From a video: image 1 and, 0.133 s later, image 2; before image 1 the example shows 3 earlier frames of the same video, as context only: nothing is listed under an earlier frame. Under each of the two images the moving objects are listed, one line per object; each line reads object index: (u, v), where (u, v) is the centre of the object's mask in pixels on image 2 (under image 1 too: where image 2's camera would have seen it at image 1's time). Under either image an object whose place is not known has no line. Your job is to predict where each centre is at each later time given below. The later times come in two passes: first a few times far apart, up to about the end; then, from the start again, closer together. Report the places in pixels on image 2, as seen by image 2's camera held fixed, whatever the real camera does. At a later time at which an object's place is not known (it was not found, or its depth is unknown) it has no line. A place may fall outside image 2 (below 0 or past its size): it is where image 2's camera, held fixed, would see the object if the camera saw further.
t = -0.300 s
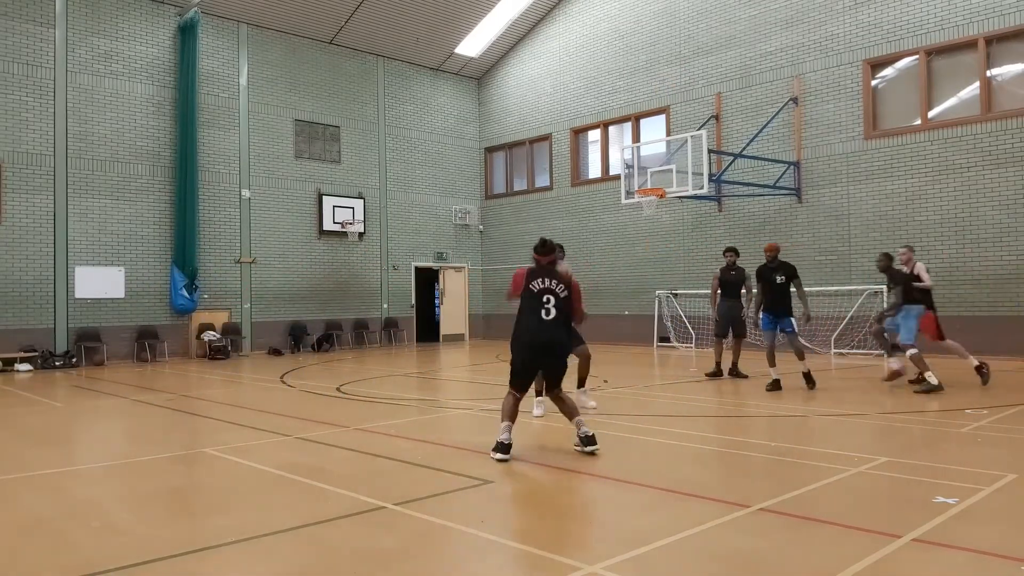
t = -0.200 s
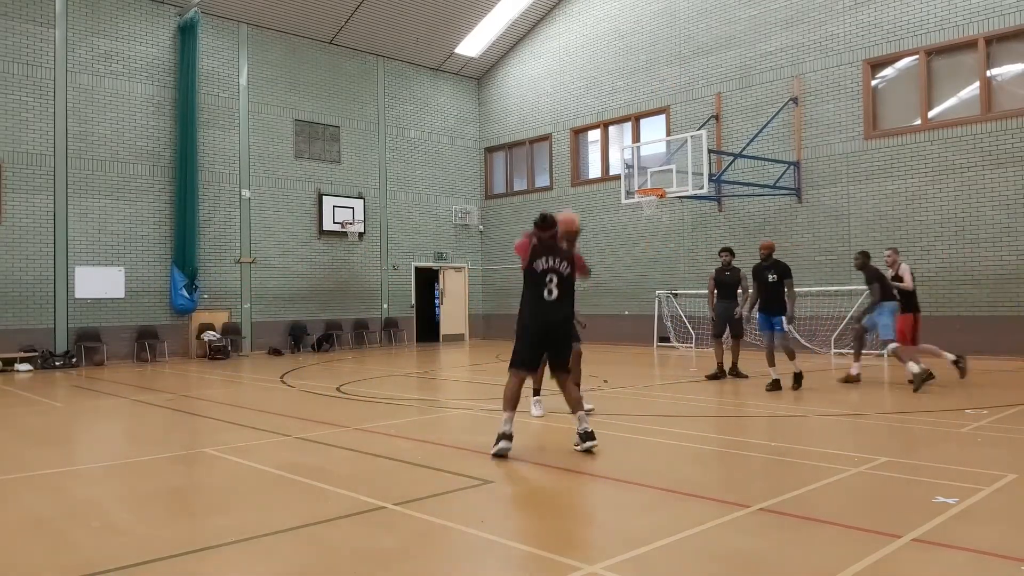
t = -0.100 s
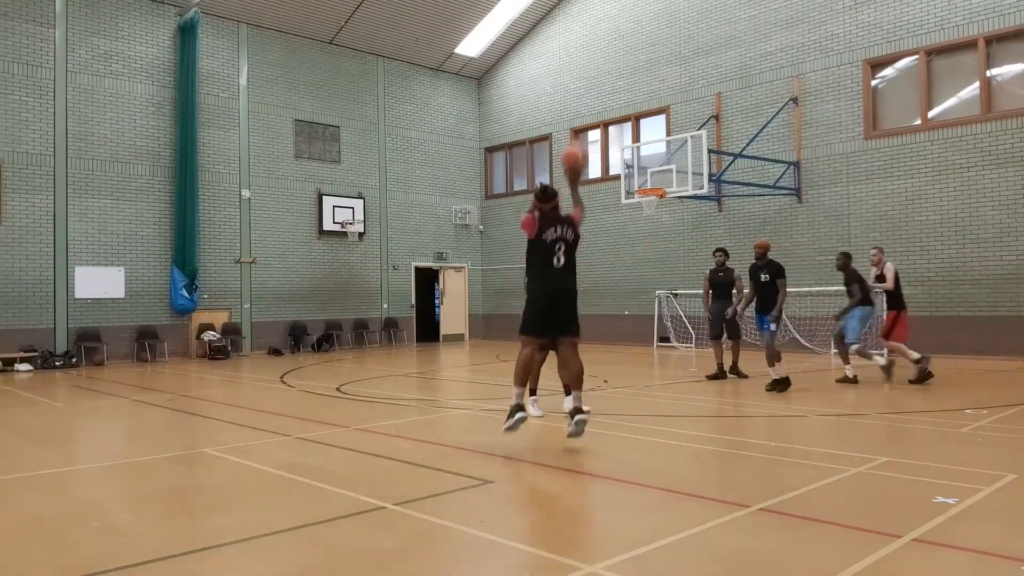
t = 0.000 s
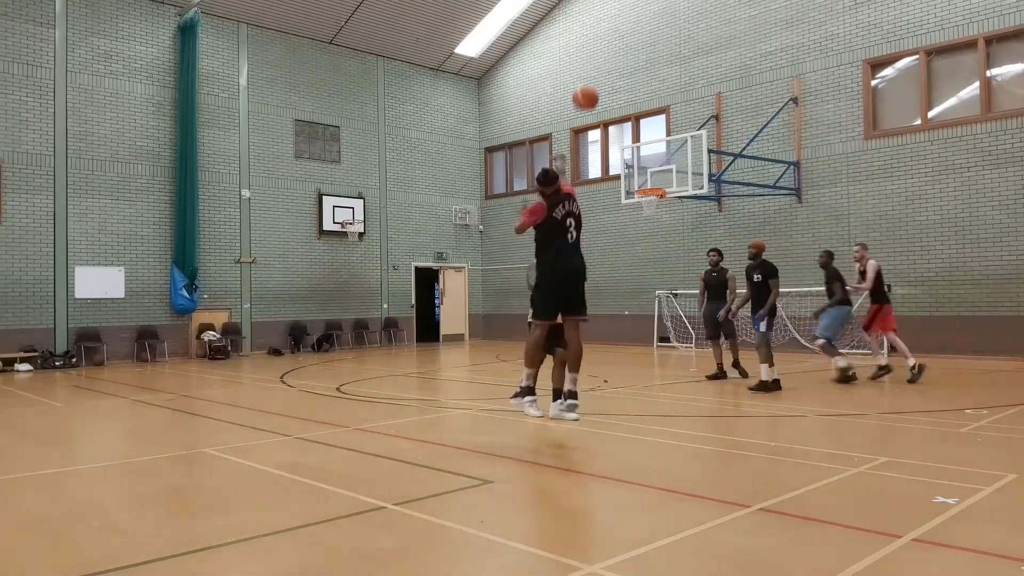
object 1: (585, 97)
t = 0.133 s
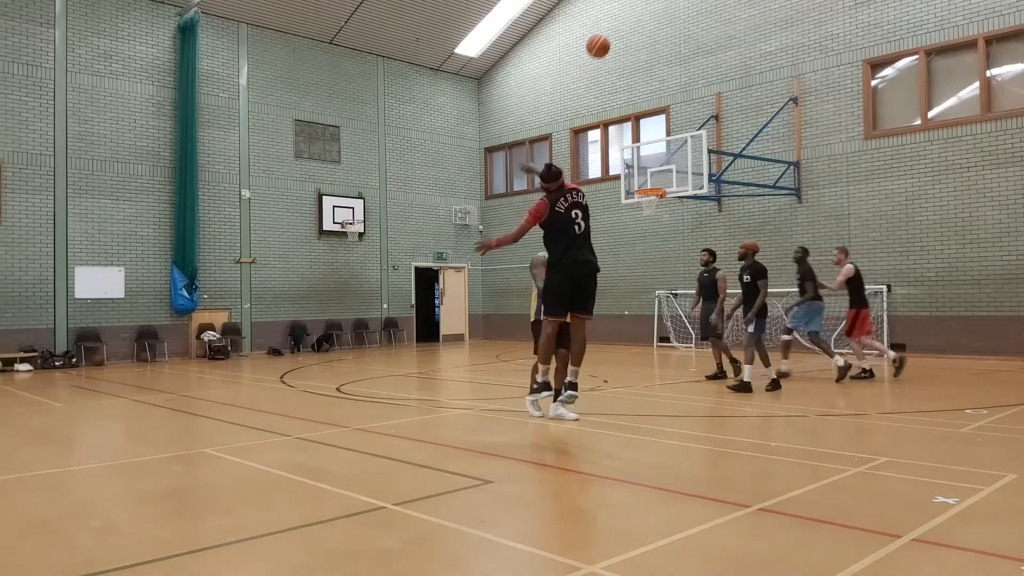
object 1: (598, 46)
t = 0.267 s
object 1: (608, 19)
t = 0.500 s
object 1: (623, 15)
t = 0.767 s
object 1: (637, 56)
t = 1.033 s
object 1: (647, 130)
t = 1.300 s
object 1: (643, 200)
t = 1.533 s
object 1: (646, 202)
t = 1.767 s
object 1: (657, 224)
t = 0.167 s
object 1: (601, 37)
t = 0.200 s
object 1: (604, 30)
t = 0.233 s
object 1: (606, 24)
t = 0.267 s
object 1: (608, 19)
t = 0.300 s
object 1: (611, 16)
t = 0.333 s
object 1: (613, 13)
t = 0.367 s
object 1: (615, 12)
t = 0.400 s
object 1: (617, 11)
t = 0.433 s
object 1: (619, 12)
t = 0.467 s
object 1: (621, 13)
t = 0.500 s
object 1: (623, 15)
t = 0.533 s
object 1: (625, 18)
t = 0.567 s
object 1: (627, 21)
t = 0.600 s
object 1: (628, 26)
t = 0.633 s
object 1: (630, 30)
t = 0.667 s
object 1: (632, 35)
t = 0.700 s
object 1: (634, 43)
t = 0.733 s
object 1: (635, 49)
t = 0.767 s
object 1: (637, 56)
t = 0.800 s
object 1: (638, 64)
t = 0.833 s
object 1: (639, 72)
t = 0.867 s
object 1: (641, 82)
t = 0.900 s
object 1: (642, 91)
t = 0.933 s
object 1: (643, 99)
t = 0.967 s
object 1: (645, 109)
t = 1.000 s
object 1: (646, 118)
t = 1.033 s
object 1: (647, 130)
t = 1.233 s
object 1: (650, 195)
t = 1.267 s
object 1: (648, 197)
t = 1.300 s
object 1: (643, 200)
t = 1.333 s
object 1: (640, 200)
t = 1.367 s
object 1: (640, 198)
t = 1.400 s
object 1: (641, 197)
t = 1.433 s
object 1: (642, 197)
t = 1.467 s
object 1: (643, 198)
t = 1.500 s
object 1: (645, 199)
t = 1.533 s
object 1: (646, 202)
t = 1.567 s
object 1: (649, 203)
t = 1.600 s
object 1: (650, 205)
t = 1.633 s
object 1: (651, 206)
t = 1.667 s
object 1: (654, 213)
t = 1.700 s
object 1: (655, 216)
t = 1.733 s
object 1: (655, 219)
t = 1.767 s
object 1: (657, 224)
